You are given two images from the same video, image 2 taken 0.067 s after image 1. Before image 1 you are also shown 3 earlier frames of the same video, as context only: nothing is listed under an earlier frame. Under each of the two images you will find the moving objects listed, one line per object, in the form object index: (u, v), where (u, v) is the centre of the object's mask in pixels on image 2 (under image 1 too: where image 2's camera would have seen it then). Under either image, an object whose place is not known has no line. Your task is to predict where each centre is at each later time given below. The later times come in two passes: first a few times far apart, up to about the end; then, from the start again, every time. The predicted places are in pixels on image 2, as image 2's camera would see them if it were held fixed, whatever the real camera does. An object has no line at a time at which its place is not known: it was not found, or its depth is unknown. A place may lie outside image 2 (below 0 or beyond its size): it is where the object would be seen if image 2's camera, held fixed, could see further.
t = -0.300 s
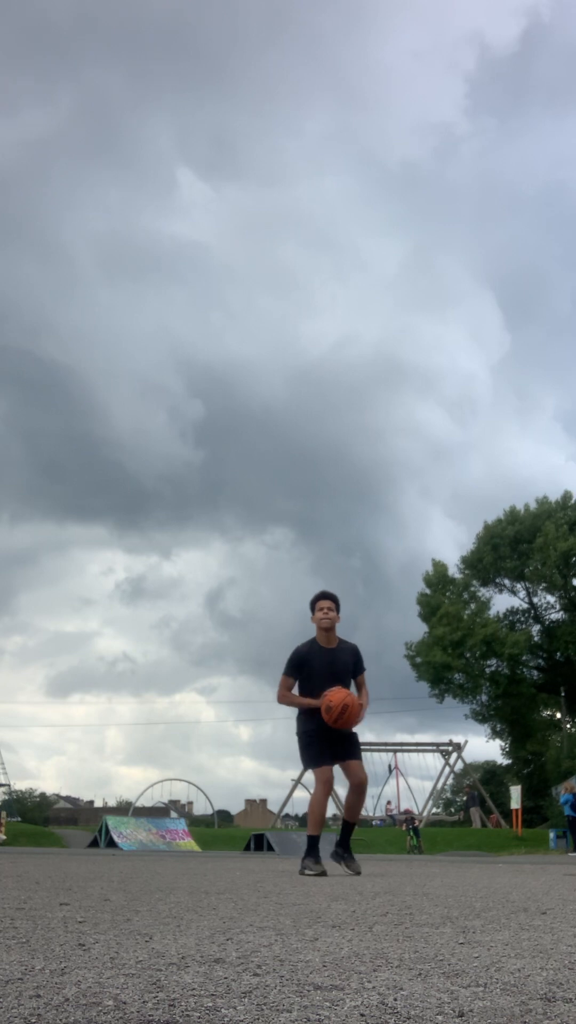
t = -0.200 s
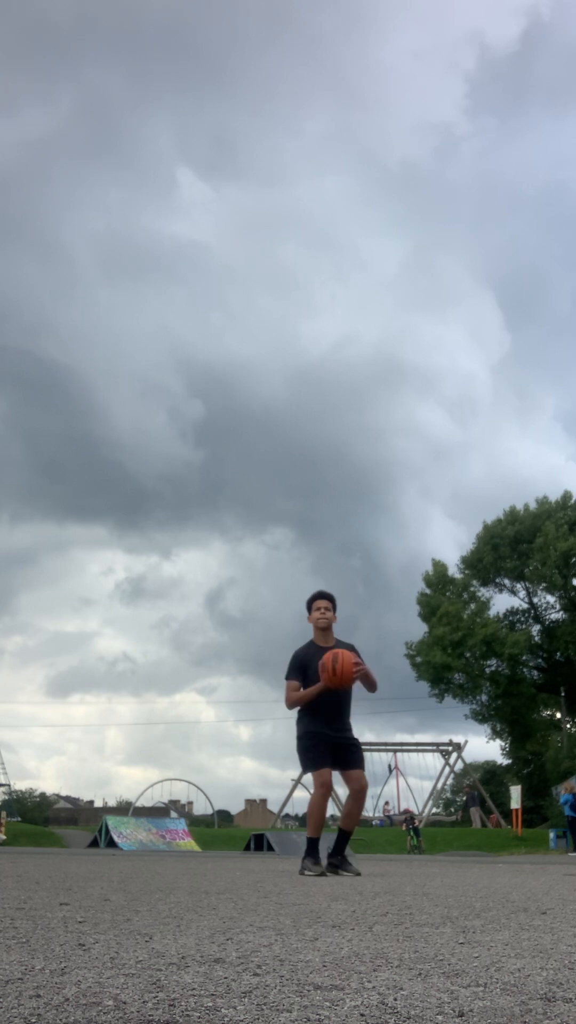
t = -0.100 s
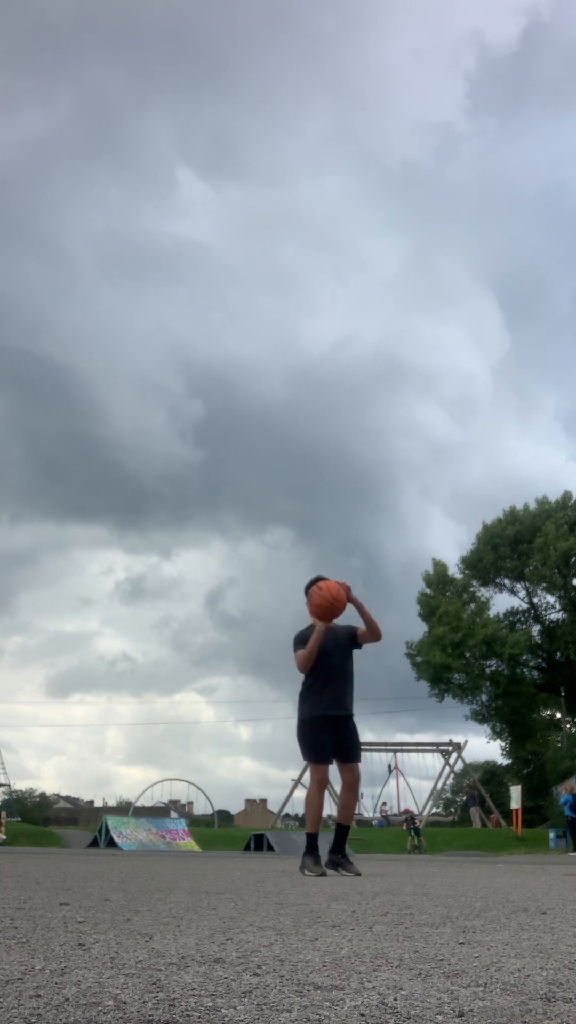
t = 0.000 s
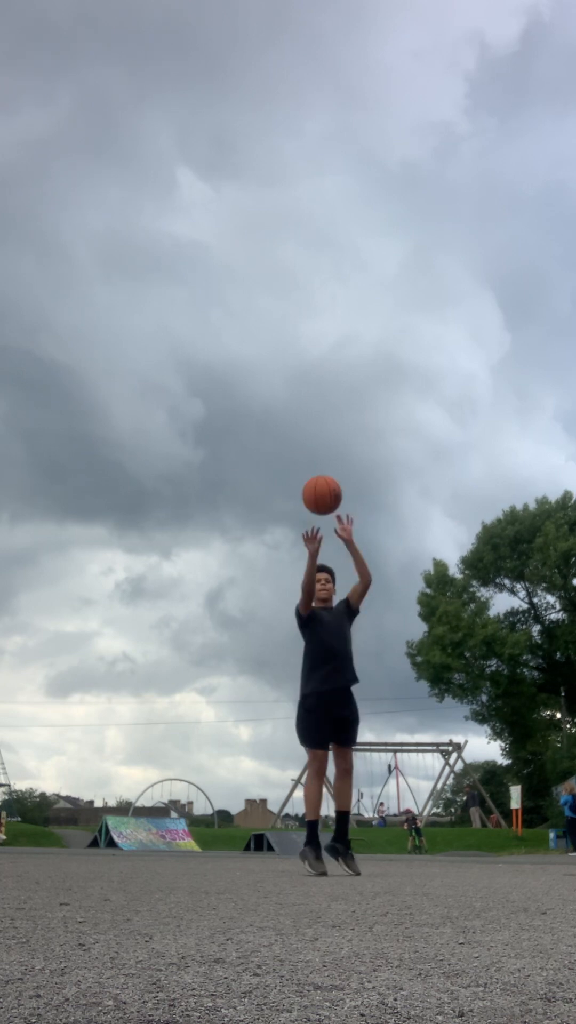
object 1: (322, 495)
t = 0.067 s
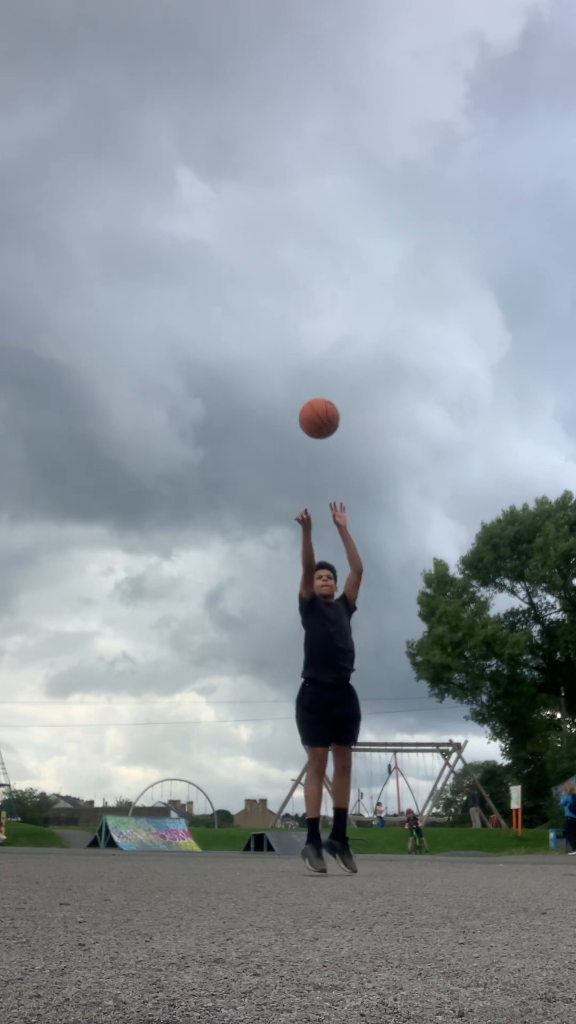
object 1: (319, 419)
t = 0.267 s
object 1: (309, 208)
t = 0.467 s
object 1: (298, 23)
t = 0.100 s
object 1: (318, 381)
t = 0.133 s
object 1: (316, 346)
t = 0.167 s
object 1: (314, 310)
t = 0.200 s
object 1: (313, 275)
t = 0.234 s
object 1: (311, 241)
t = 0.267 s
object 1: (309, 208)
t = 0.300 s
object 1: (307, 175)
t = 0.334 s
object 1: (306, 143)
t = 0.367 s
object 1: (304, 111)
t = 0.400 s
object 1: (302, 81)
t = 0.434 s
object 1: (300, 50)
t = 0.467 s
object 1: (298, 23)
